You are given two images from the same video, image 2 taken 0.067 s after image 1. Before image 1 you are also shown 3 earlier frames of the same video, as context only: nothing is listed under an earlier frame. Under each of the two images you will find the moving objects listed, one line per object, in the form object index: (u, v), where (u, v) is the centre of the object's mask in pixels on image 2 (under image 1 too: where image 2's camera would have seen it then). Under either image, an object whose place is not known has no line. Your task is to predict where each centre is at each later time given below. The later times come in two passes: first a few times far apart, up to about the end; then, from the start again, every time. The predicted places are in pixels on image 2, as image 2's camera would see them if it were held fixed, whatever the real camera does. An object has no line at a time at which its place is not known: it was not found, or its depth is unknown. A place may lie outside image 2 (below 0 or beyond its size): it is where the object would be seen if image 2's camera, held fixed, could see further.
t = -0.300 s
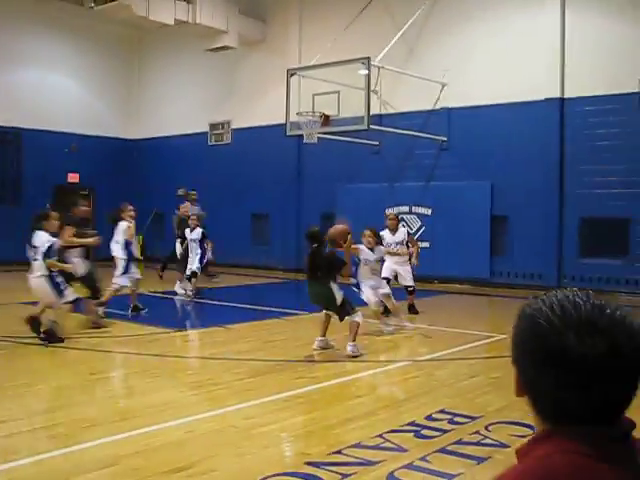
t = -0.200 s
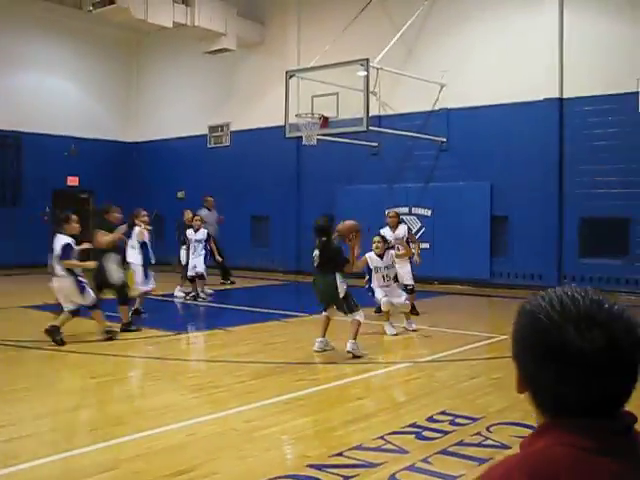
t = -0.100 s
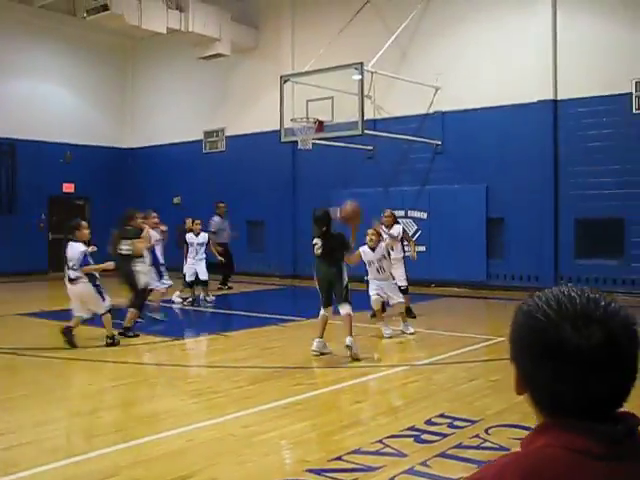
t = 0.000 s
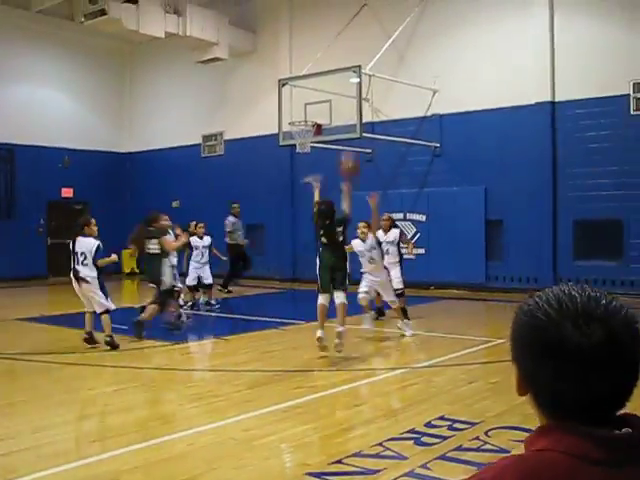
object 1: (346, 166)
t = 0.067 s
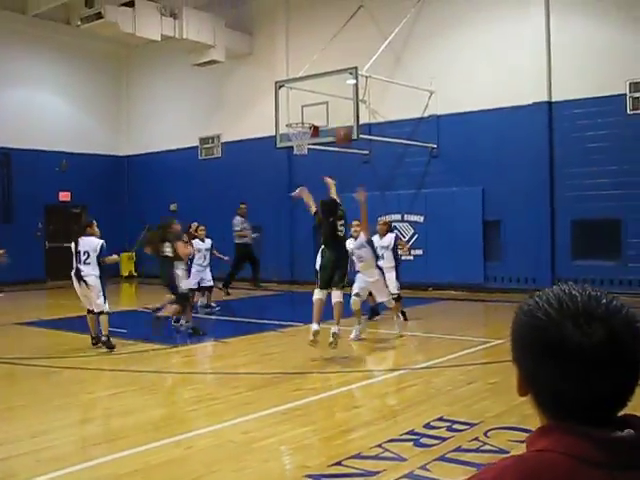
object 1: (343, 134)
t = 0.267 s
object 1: (331, 77)
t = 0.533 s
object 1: (323, 60)
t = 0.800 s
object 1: (316, 89)
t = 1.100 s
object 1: (294, 133)
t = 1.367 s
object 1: (305, 136)
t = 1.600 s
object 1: (303, 156)
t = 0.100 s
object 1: (340, 120)
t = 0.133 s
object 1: (338, 110)
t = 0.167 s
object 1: (336, 99)
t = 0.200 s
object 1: (335, 91)
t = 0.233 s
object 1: (333, 83)
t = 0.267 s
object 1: (331, 77)
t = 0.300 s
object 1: (330, 71)
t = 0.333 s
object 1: (329, 67)
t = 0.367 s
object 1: (328, 63)
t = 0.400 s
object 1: (327, 61)
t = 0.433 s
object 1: (325, 60)
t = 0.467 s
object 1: (325, 59)
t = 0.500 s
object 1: (323, 59)
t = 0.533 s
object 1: (323, 60)
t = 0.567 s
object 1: (322, 61)
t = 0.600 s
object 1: (321, 63)
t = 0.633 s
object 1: (320, 66)
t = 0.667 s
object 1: (319, 70)
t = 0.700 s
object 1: (318, 73)
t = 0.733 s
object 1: (317, 78)
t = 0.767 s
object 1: (317, 83)
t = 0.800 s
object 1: (316, 89)
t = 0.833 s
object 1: (315, 94)
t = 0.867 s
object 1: (315, 101)
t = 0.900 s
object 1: (314, 108)
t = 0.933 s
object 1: (313, 114)
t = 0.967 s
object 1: (306, 118)
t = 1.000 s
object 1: (299, 122)
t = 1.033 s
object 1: (293, 126)
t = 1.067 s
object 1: (293, 129)
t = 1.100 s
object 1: (294, 133)
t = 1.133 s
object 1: (297, 134)
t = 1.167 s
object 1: (298, 134)
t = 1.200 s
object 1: (300, 134)
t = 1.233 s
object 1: (302, 133)
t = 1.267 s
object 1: (303, 133)
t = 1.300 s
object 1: (304, 133)
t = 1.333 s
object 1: (305, 134)
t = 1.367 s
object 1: (305, 136)
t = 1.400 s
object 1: (305, 138)
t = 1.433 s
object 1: (305, 139)
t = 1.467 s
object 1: (306, 144)
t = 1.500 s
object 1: (305, 146)
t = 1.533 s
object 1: (304, 146)
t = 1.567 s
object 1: (303, 151)
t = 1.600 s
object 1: (303, 156)
